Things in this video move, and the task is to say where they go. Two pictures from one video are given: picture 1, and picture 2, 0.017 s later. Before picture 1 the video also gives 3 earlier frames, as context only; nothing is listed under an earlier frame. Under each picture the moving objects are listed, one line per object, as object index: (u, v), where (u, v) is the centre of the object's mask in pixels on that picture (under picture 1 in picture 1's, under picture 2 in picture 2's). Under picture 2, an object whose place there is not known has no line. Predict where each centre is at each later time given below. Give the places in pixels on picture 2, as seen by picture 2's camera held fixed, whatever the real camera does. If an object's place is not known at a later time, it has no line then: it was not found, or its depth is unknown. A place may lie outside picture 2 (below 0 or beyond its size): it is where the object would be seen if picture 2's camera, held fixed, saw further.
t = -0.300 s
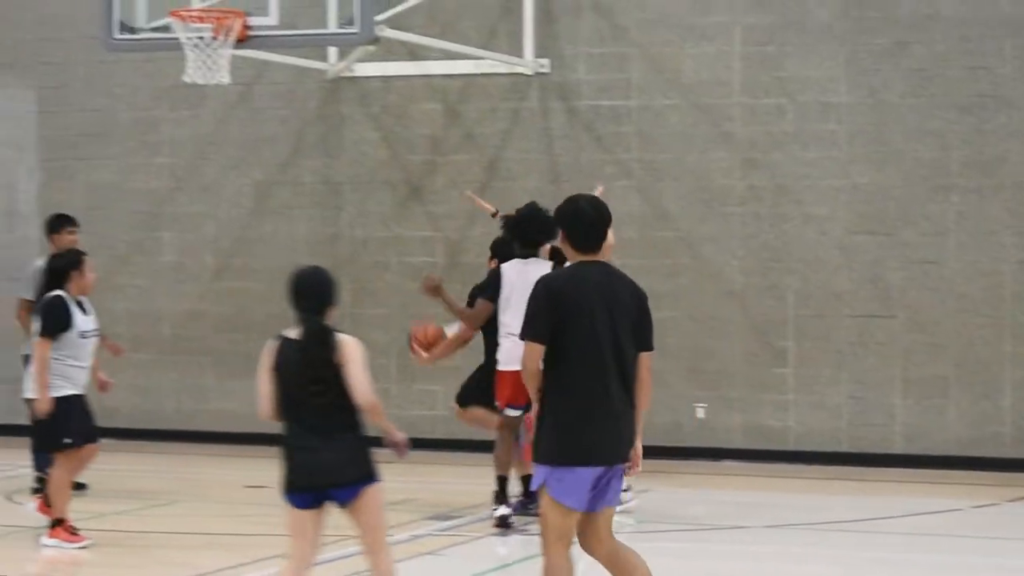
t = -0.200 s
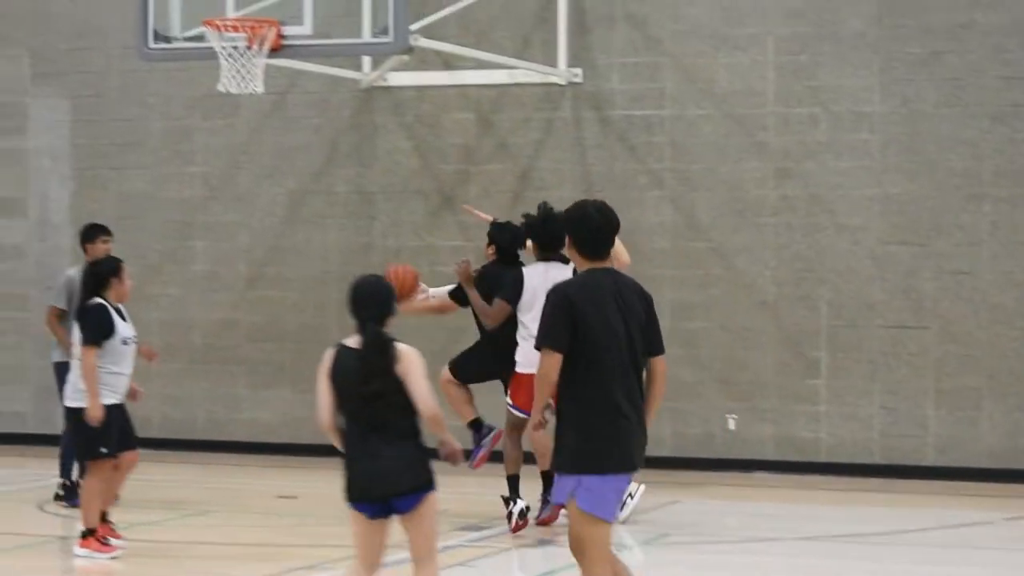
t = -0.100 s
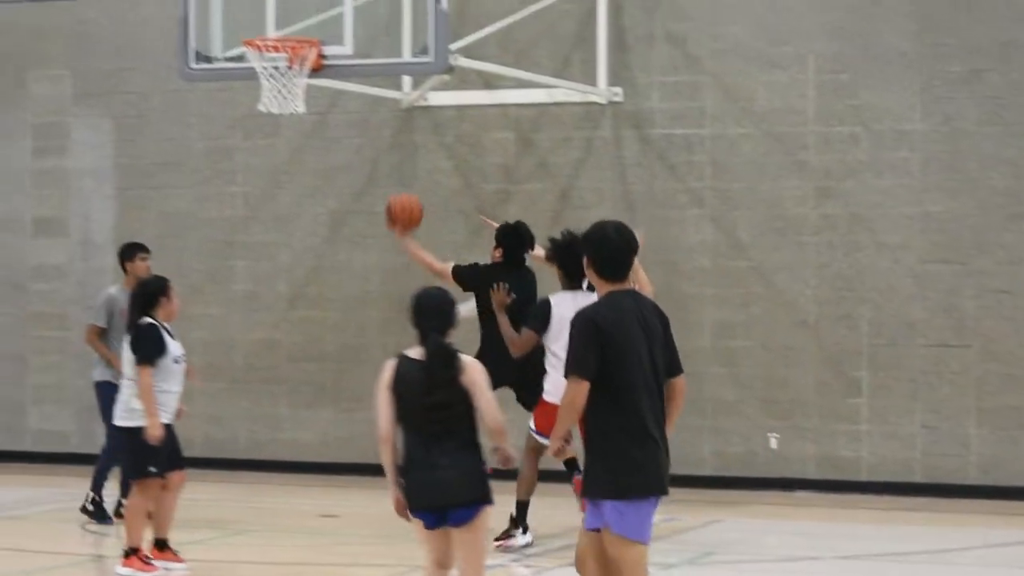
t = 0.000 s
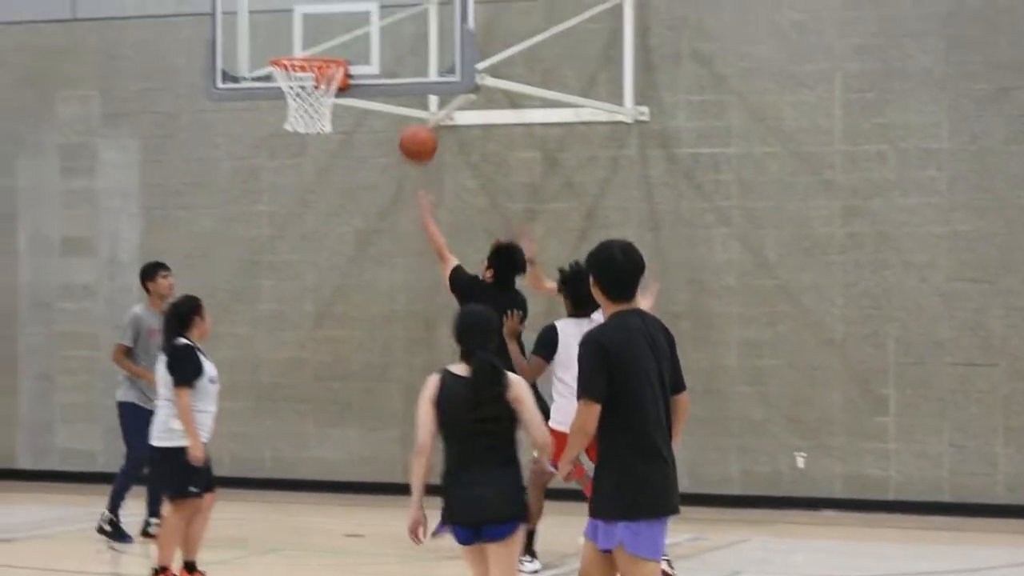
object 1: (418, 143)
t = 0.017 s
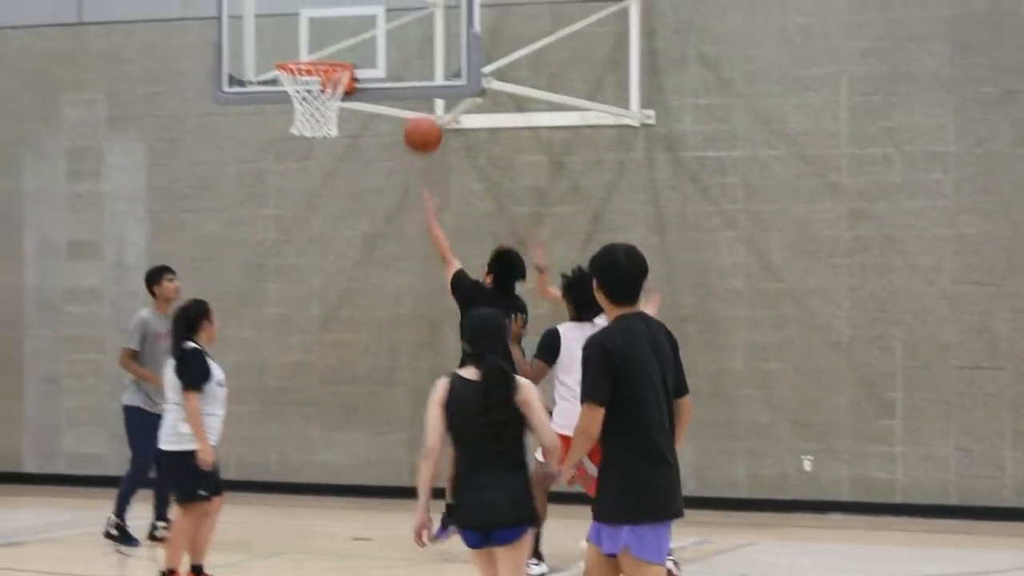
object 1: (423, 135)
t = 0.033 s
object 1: (420, 121)
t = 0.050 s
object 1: (417, 109)
